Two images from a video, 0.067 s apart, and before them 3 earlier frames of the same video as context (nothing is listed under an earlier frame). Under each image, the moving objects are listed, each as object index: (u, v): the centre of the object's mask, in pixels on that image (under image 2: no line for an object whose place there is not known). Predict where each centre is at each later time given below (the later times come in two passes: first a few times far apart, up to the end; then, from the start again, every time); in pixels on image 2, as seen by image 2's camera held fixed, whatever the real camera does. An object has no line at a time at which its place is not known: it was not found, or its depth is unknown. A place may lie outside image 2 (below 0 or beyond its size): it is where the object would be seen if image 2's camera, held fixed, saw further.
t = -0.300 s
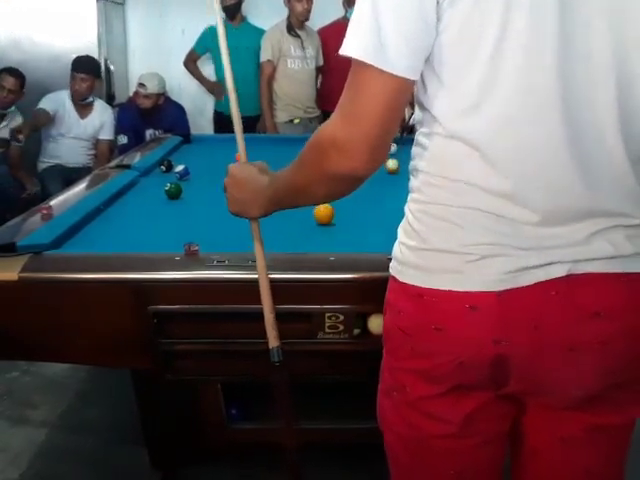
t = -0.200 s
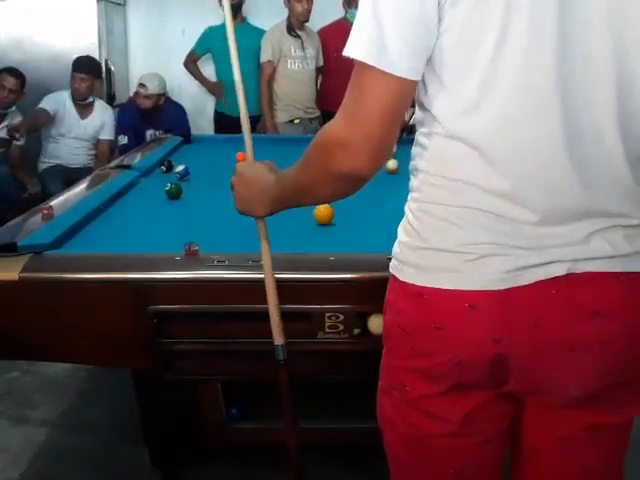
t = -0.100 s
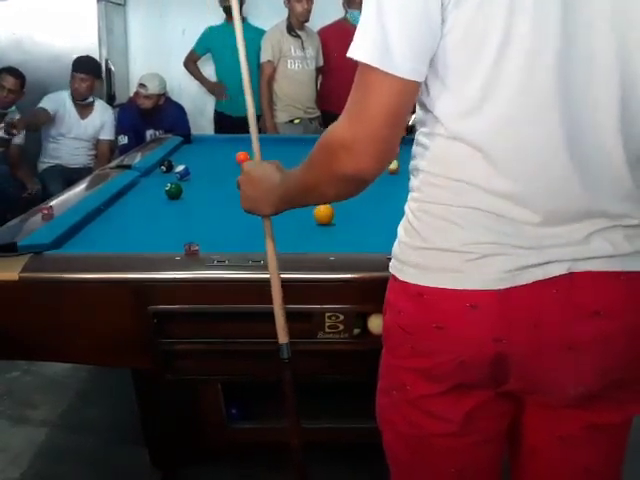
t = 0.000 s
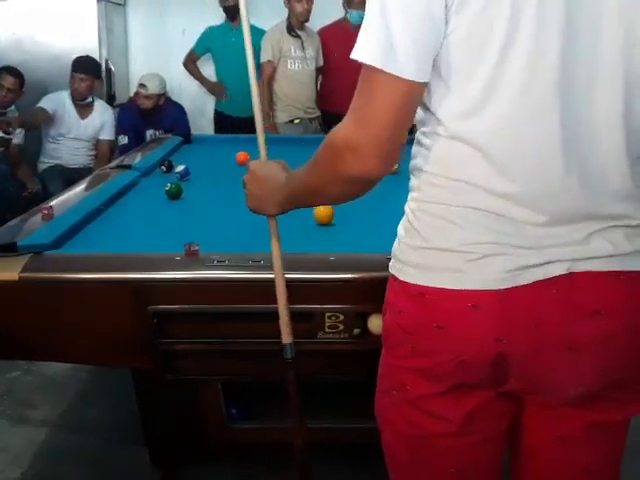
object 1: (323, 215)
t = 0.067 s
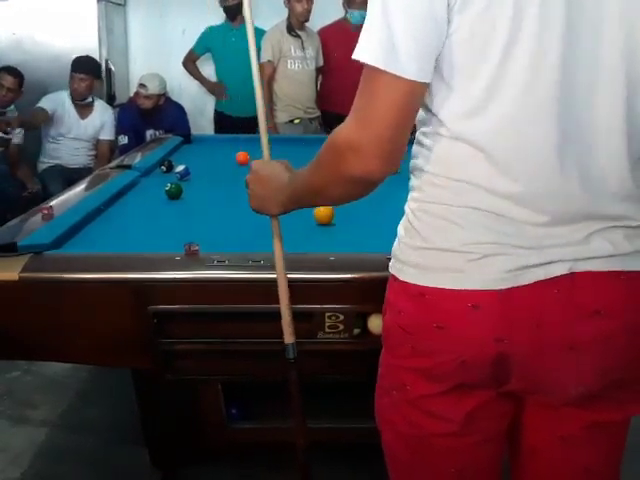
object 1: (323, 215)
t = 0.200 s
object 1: (323, 216)
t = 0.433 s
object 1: (281, 233)
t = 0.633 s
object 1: (224, 239)
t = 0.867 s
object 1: (202, 224)
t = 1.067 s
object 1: (186, 211)
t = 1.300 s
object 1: (172, 199)
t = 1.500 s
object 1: (157, 192)
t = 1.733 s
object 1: (132, 187)
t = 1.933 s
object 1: (153, 185)
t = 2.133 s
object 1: (172, 182)
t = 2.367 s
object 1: (192, 179)
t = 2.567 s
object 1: (208, 177)
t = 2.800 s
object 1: (224, 175)
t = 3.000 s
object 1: (238, 173)
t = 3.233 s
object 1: (251, 170)
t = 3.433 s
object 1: (263, 169)
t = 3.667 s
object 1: (274, 168)
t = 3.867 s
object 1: (283, 166)
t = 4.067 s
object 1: (292, 165)
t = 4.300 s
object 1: (301, 164)
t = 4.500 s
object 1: (307, 164)
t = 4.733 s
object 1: (314, 162)
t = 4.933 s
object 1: (319, 161)
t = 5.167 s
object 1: (323, 160)
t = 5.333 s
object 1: (325, 158)
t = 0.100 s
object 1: (323, 215)
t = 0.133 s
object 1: (323, 215)
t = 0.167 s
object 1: (323, 215)
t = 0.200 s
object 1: (323, 216)
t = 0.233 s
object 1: (323, 215)
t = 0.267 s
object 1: (323, 216)
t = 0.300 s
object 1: (323, 216)
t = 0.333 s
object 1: (313, 219)
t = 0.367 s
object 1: (300, 222)
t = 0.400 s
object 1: (288, 228)
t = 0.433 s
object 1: (281, 233)
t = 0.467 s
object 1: (258, 238)
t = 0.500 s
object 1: (248, 242)
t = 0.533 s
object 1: (236, 244)
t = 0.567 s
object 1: (231, 243)
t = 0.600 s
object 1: (227, 241)
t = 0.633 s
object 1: (224, 239)
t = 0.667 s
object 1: (220, 238)
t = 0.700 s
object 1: (217, 236)
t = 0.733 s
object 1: (213, 233)
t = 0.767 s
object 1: (211, 231)
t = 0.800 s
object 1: (208, 228)
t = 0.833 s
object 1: (205, 226)
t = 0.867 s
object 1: (202, 224)
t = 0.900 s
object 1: (199, 221)
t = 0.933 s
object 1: (196, 219)
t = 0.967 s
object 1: (194, 217)
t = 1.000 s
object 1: (191, 215)
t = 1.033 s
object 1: (189, 213)
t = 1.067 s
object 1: (186, 211)
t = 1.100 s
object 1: (184, 210)
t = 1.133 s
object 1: (182, 208)
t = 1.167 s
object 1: (179, 206)
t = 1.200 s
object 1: (177, 204)
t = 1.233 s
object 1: (175, 202)
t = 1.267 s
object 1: (173, 201)
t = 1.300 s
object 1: (172, 199)
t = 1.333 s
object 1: (170, 198)
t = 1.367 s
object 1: (168, 196)
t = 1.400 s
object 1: (166, 195)
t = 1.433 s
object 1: (164, 193)
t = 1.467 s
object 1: (161, 193)
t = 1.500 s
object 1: (157, 192)
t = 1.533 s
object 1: (153, 191)
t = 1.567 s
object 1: (149, 190)
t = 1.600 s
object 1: (145, 190)
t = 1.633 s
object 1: (141, 189)
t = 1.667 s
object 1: (138, 189)
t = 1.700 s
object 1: (134, 188)
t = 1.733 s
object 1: (132, 187)
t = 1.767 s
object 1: (136, 187)
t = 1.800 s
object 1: (139, 186)
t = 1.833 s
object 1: (143, 186)
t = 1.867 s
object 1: (146, 185)
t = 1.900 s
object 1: (150, 185)
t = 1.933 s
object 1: (153, 185)
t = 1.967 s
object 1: (156, 184)
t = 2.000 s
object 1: (159, 184)
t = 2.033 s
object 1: (163, 183)
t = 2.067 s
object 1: (166, 183)
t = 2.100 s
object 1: (169, 183)
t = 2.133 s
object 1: (172, 182)
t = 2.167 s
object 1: (175, 182)
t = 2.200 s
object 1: (178, 181)
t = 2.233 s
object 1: (181, 181)
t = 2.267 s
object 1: (184, 180)
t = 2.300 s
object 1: (187, 180)
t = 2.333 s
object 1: (189, 180)
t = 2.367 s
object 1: (192, 179)
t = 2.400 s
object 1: (195, 179)
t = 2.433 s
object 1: (197, 178)
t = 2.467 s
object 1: (200, 178)
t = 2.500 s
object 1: (203, 178)
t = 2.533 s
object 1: (206, 177)
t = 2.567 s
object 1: (208, 177)
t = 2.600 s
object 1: (210, 177)
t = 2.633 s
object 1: (213, 176)
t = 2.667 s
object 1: (216, 176)
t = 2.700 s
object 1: (217, 176)
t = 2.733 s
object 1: (220, 175)
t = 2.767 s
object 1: (222, 175)
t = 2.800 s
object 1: (224, 175)
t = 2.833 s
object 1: (227, 174)
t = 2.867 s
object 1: (229, 174)
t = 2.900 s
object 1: (231, 174)
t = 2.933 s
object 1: (233, 173)
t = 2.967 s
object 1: (235, 173)
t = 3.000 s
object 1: (238, 173)
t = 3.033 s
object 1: (240, 173)
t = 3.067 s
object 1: (241, 172)
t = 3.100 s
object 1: (243, 172)
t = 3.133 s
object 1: (246, 171)
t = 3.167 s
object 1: (247, 171)
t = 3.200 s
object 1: (249, 171)
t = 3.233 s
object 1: (251, 170)
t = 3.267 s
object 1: (253, 170)
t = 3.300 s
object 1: (254, 170)
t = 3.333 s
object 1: (256, 169)
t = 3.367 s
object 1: (258, 169)
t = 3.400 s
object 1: (261, 169)
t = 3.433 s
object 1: (263, 169)
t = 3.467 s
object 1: (265, 169)
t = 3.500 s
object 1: (266, 169)
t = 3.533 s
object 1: (268, 169)
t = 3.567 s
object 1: (270, 168)
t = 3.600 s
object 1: (271, 168)
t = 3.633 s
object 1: (272, 168)
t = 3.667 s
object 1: (274, 168)
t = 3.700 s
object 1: (276, 167)
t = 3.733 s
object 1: (277, 167)
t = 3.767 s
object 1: (279, 167)
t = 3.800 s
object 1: (281, 167)
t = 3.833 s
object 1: (282, 167)
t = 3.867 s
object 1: (283, 166)
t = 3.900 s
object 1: (285, 166)
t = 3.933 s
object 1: (286, 166)
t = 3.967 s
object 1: (287, 166)
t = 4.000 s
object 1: (289, 166)
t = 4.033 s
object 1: (291, 166)
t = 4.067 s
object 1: (292, 165)
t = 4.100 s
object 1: (293, 165)
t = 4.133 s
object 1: (295, 165)
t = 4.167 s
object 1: (296, 165)
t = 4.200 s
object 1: (297, 165)
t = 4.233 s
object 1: (298, 165)
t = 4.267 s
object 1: (299, 164)
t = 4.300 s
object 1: (301, 164)
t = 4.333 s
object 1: (302, 164)
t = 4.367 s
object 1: (303, 164)
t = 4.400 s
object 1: (304, 164)
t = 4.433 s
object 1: (305, 164)
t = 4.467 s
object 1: (306, 164)
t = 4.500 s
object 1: (307, 164)
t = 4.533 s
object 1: (309, 163)
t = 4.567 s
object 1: (310, 163)
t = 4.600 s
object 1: (311, 163)
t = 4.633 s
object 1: (311, 163)
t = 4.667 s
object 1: (313, 163)
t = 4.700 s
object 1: (313, 163)
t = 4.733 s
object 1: (314, 162)
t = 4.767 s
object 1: (315, 162)
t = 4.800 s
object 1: (316, 162)
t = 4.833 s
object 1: (317, 162)
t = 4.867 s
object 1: (317, 162)
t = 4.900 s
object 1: (318, 162)
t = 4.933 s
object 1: (319, 161)
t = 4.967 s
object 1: (319, 161)
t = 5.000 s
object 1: (320, 161)
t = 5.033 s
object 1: (321, 161)
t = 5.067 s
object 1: (321, 160)
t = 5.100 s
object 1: (322, 160)
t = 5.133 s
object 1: (322, 160)
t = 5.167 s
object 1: (323, 160)
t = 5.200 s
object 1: (323, 160)
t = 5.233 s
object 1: (324, 159)
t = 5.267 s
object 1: (324, 159)
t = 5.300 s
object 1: (324, 159)
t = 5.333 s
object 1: (325, 158)
